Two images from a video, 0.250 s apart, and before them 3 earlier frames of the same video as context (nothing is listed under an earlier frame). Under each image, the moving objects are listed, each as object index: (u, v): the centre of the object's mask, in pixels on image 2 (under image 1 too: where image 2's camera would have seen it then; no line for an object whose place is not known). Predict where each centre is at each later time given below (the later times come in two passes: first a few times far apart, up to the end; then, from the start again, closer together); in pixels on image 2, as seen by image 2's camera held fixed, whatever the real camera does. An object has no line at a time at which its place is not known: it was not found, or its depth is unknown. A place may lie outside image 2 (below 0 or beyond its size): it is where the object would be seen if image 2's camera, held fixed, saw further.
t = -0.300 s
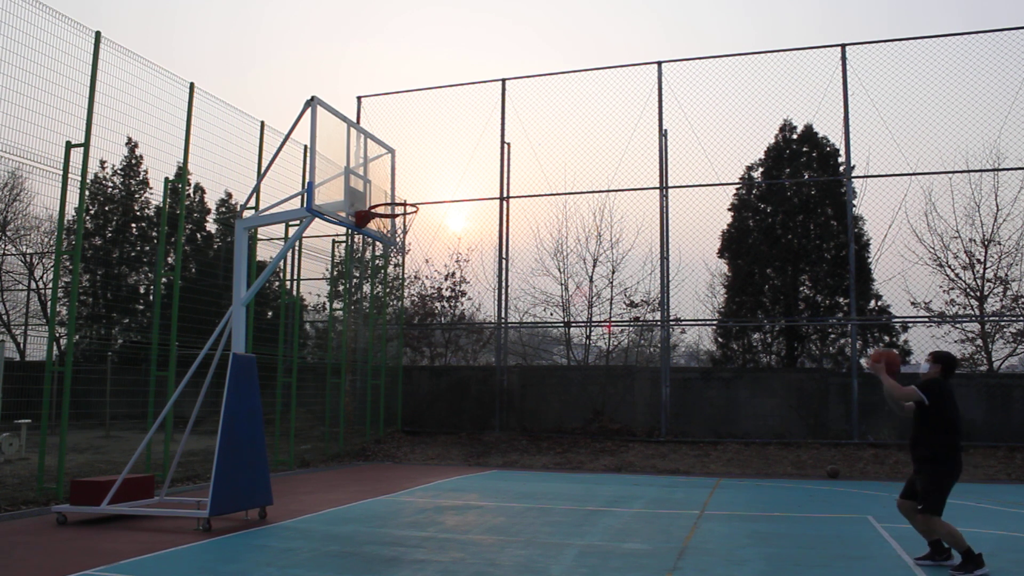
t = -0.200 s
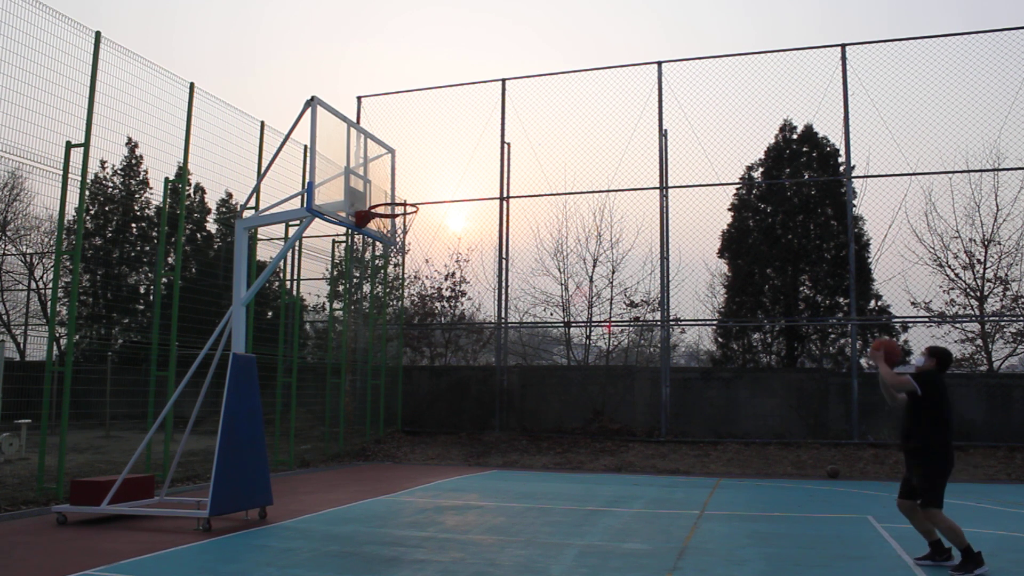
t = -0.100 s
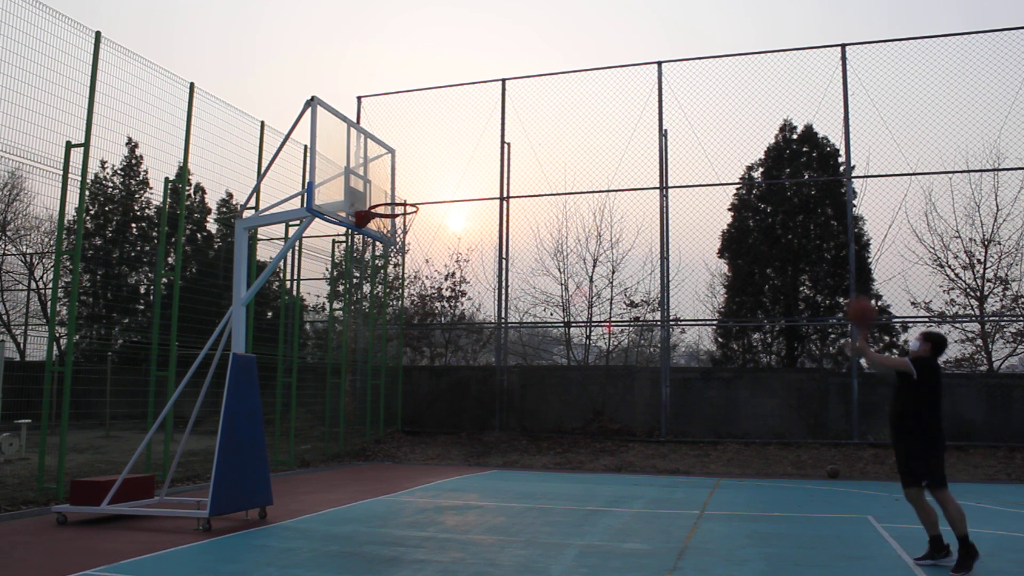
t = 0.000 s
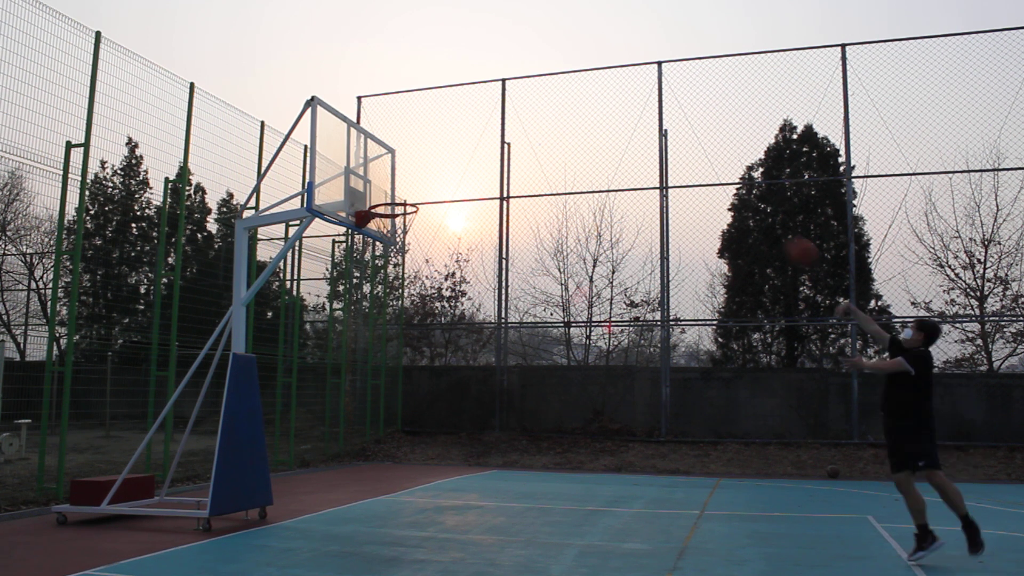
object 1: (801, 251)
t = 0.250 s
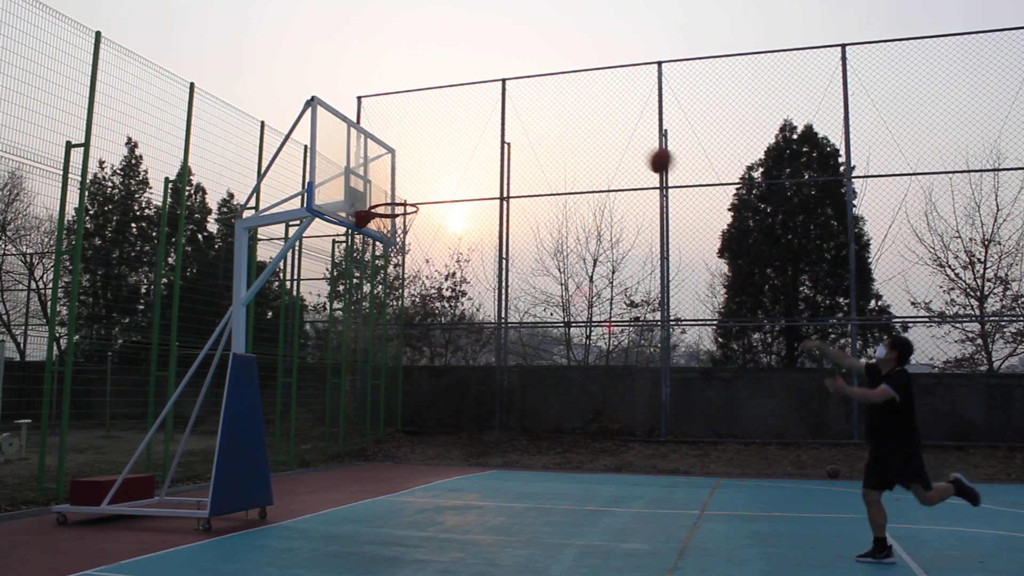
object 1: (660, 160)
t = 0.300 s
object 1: (634, 150)
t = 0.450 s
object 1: (557, 137)
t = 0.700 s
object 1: (438, 165)
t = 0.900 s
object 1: (404, 187)
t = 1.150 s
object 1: (496, 161)
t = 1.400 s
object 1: (587, 195)
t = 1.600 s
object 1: (659, 268)
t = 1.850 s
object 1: (746, 416)
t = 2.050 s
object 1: (799, 470)
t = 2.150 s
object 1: (814, 414)
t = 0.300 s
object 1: (634, 150)
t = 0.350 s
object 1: (608, 143)
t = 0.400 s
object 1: (582, 139)
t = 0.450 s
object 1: (557, 137)
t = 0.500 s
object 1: (532, 137)
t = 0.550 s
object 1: (508, 140)
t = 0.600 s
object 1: (485, 146)
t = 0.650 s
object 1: (461, 154)
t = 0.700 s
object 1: (438, 165)
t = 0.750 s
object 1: (415, 178)
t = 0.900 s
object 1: (404, 187)
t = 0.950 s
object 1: (422, 177)
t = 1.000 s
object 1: (441, 169)
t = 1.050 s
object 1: (460, 164)
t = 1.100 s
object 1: (478, 161)
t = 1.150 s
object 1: (496, 161)
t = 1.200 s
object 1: (515, 163)
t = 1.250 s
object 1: (532, 167)
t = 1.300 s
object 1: (550, 174)
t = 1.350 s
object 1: (569, 183)
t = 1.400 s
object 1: (587, 195)
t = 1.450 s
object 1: (604, 210)
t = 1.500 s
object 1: (623, 226)
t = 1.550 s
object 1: (641, 246)
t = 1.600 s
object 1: (659, 268)
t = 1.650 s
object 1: (676, 292)
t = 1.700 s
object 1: (694, 320)
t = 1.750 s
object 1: (713, 352)
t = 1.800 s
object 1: (728, 381)
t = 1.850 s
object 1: (746, 416)
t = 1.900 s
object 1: (762, 456)
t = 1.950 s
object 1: (779, 497)
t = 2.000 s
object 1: (791, 502)
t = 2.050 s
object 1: (799, 470)
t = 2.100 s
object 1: (806, 440)
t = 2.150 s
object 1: (814, 414)
